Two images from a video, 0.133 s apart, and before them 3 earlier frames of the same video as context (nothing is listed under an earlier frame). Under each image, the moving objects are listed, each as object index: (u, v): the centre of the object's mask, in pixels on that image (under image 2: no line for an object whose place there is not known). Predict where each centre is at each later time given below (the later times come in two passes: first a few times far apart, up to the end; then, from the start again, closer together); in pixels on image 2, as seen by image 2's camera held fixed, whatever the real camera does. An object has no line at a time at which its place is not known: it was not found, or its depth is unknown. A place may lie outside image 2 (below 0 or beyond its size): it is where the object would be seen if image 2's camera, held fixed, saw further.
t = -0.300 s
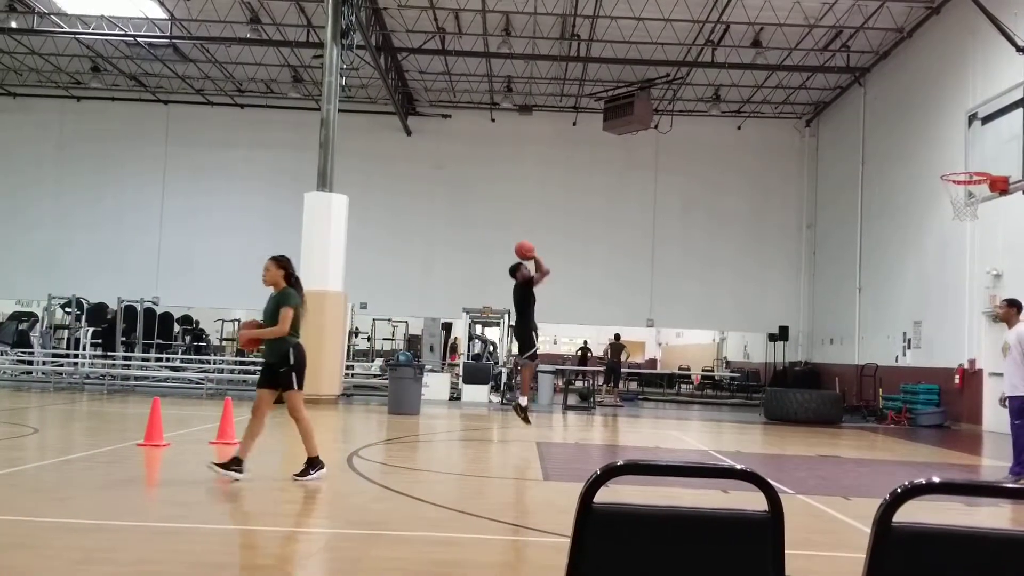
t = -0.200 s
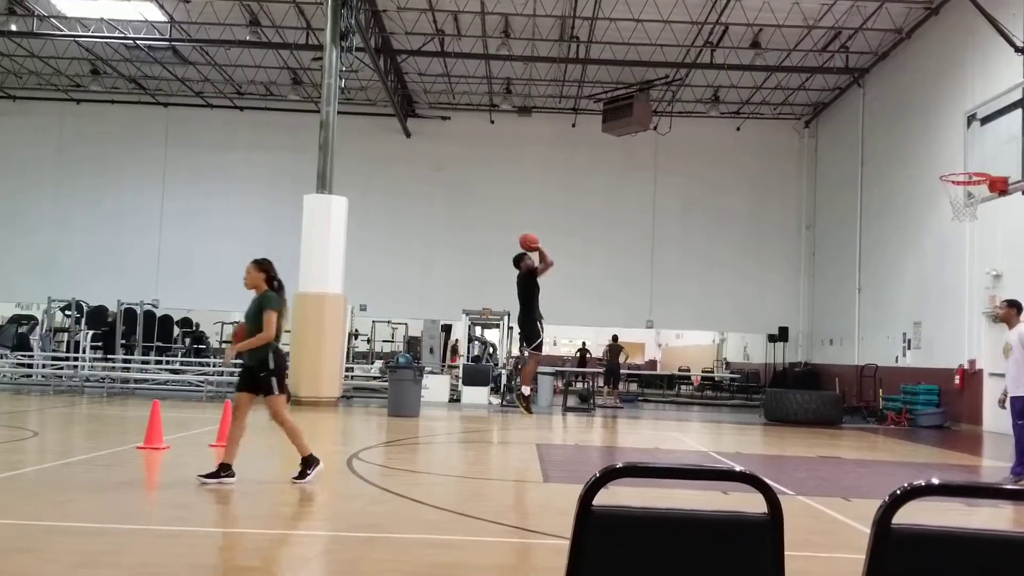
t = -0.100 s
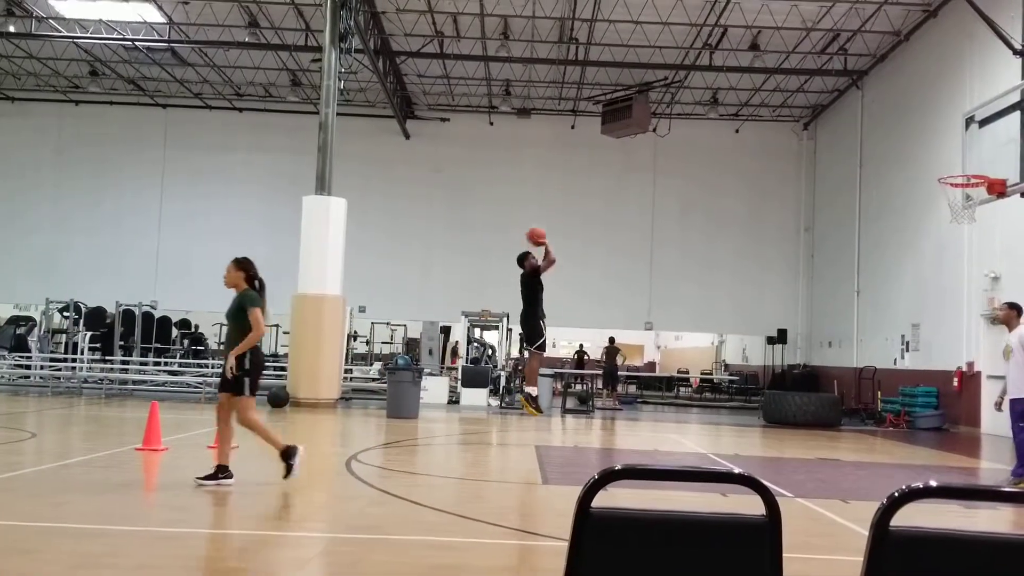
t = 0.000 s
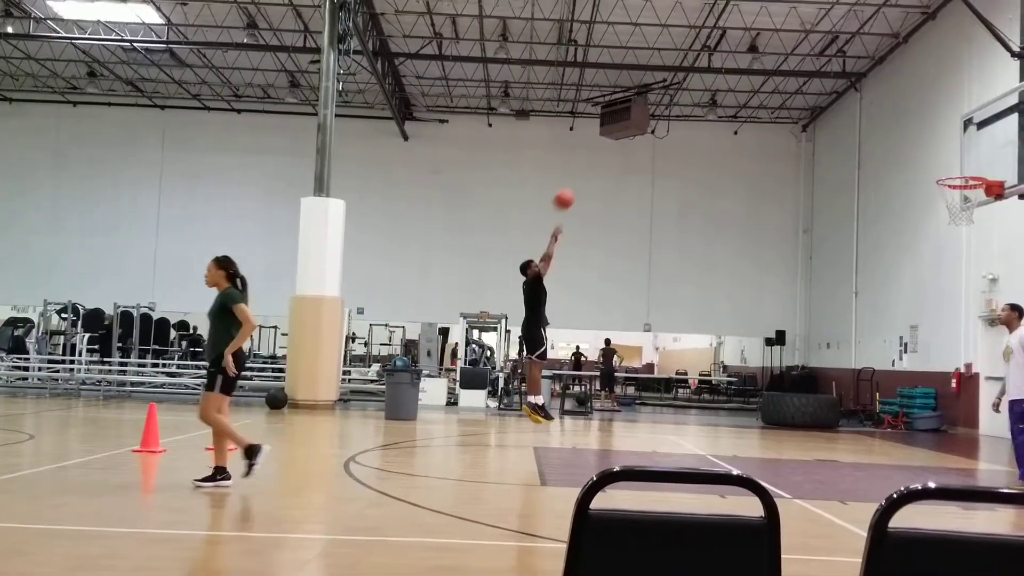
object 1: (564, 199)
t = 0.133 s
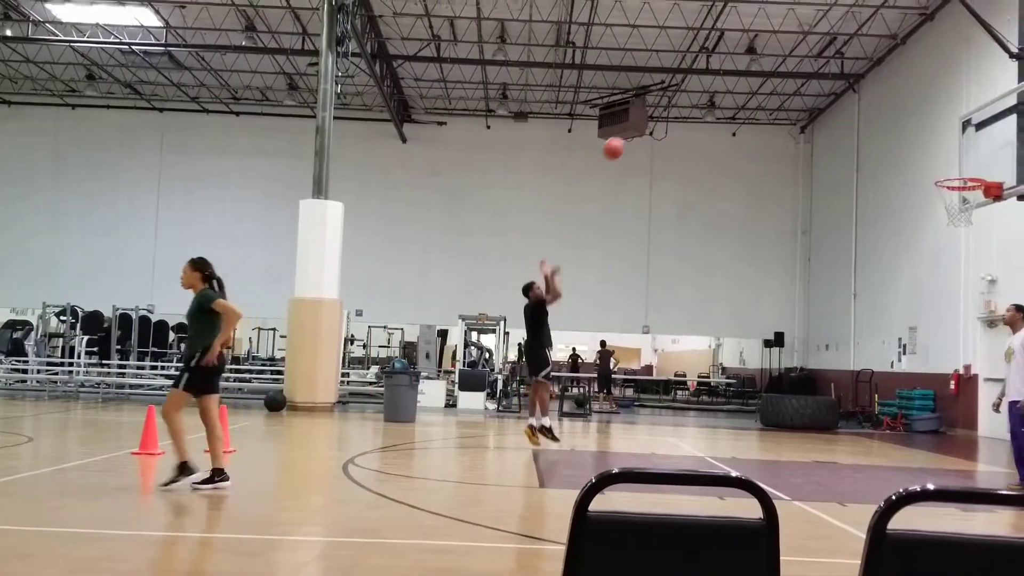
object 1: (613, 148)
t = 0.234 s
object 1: (651, 117)
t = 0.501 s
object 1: (760, 72)
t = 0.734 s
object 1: (860, 83)
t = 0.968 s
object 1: (965, 149)
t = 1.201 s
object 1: (971, 234)
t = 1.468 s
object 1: (892, 385)
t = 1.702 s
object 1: (821, 412)
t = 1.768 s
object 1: (803, 379)
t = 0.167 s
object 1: (626, 137)
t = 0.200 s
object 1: (639, 126)
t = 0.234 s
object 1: (651, 117)
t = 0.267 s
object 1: (665, 108)
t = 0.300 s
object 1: (679, 101)
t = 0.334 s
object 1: (692, 94)
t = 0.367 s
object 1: (705, 88)
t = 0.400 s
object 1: (720, 83)
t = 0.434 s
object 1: (733, 79)
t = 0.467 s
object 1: (747, 75)
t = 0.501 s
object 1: (760, 72)
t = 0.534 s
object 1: (774, 71)
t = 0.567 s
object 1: (789, 71)
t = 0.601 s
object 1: (803, 72)
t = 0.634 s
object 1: (817, 73)
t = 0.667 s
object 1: (831, 76)
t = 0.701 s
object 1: (846, 80)
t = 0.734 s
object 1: (860, 83)
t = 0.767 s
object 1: (873, 89)
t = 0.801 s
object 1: (889, 96)
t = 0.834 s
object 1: (904, 104)
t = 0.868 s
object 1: (919, 113)
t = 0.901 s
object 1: (934, 124)
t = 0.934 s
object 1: (950, 135)
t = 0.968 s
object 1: (965, 149)
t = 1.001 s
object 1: (981, 163)
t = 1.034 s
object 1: (998, 176)
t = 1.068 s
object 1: (1007, 191)
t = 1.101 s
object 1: (1000, 199)
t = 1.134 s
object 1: (990, 209)
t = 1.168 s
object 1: (981, 222)
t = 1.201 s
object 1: (971, 234)
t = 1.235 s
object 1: (961, 248)
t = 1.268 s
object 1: (951, 264)
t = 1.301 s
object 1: (941, 281)
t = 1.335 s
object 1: (931, 298)
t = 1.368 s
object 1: (921, 318)
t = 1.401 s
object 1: (912, 339)
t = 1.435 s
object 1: (901, 361)
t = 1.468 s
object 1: (892, 385)
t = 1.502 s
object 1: (882, 410)
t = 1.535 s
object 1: (872, 437)
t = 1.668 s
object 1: (831, 430)
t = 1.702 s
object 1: (821, 412)
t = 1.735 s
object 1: (811, 394)
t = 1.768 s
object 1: (803, 379)
